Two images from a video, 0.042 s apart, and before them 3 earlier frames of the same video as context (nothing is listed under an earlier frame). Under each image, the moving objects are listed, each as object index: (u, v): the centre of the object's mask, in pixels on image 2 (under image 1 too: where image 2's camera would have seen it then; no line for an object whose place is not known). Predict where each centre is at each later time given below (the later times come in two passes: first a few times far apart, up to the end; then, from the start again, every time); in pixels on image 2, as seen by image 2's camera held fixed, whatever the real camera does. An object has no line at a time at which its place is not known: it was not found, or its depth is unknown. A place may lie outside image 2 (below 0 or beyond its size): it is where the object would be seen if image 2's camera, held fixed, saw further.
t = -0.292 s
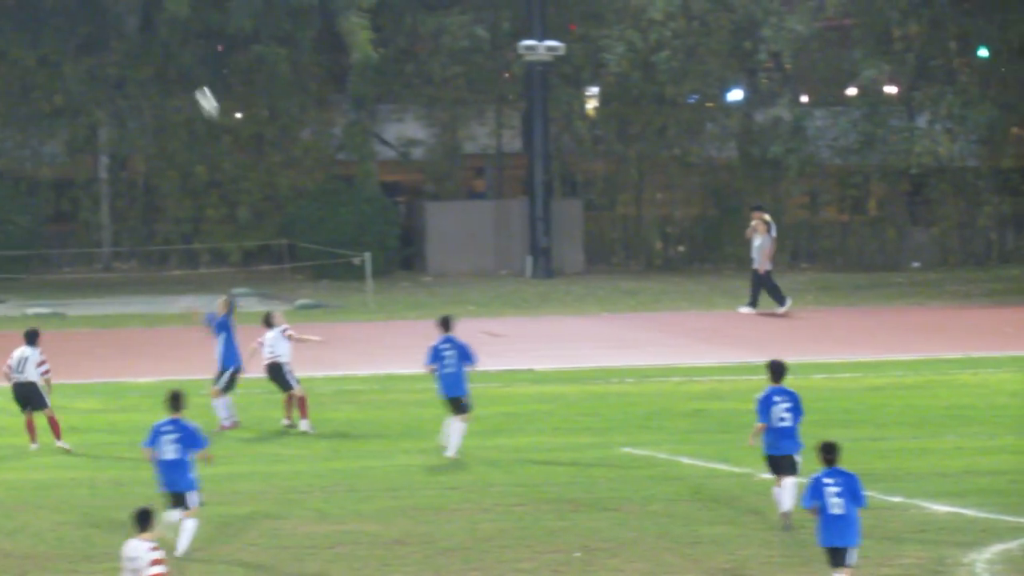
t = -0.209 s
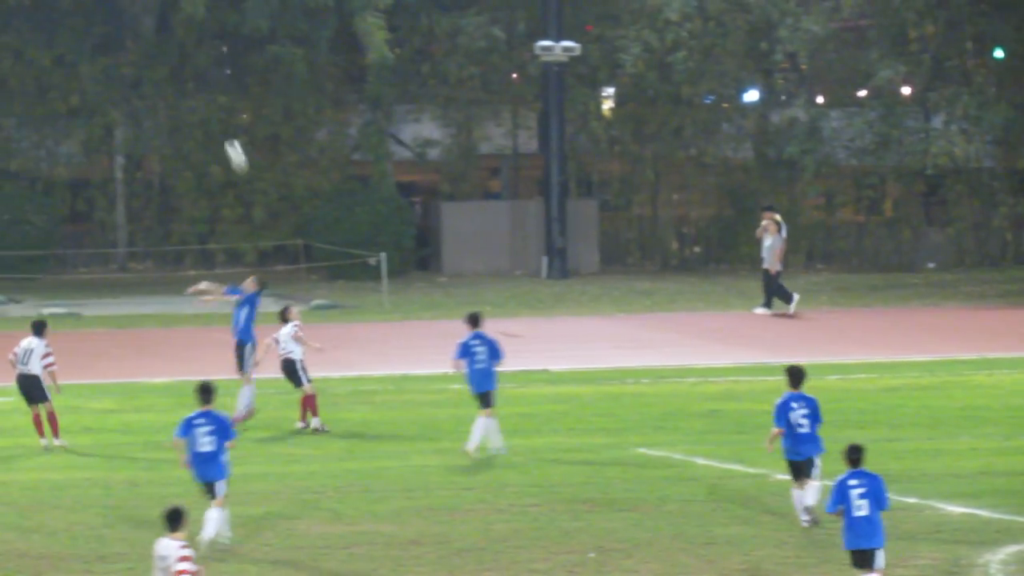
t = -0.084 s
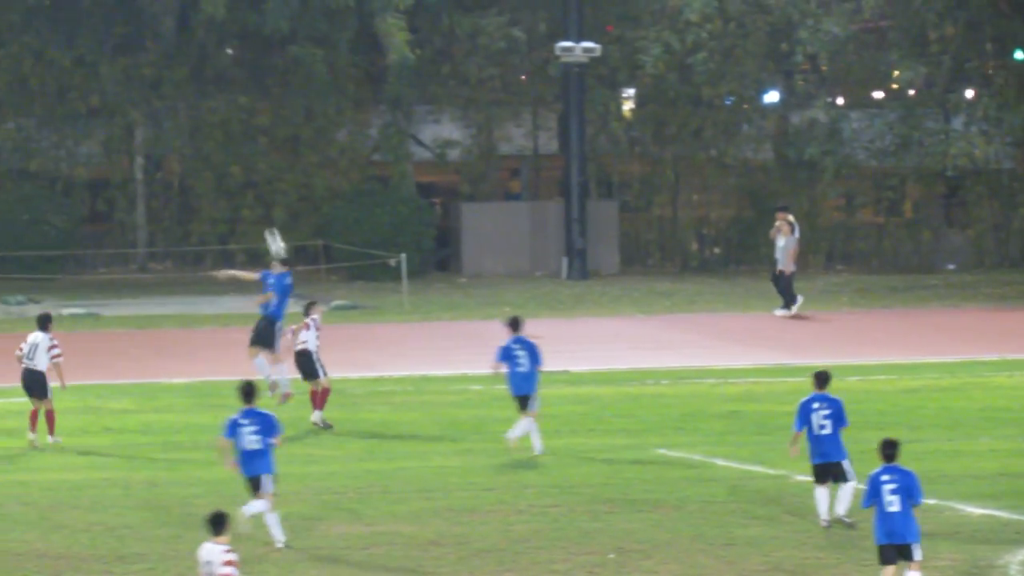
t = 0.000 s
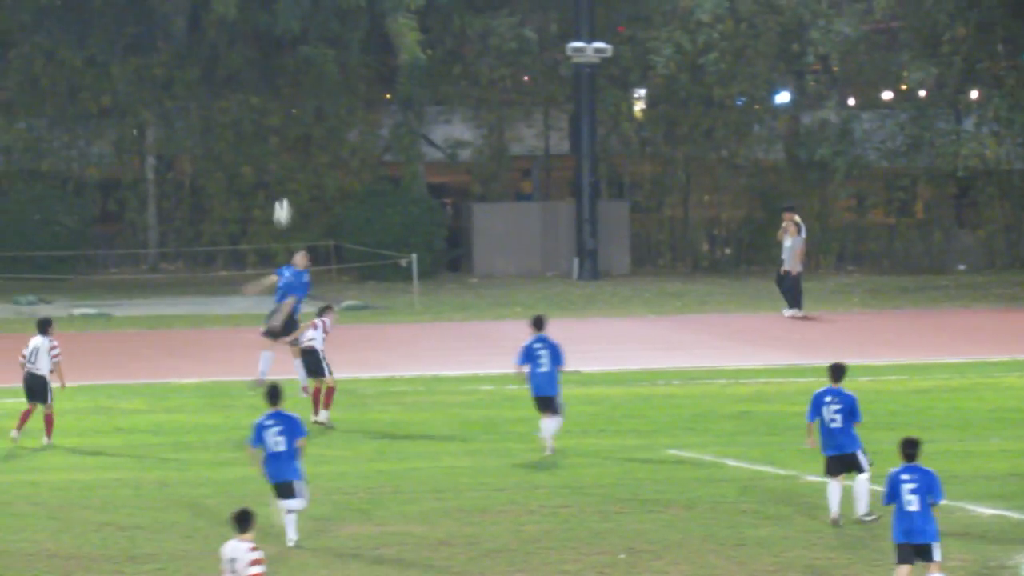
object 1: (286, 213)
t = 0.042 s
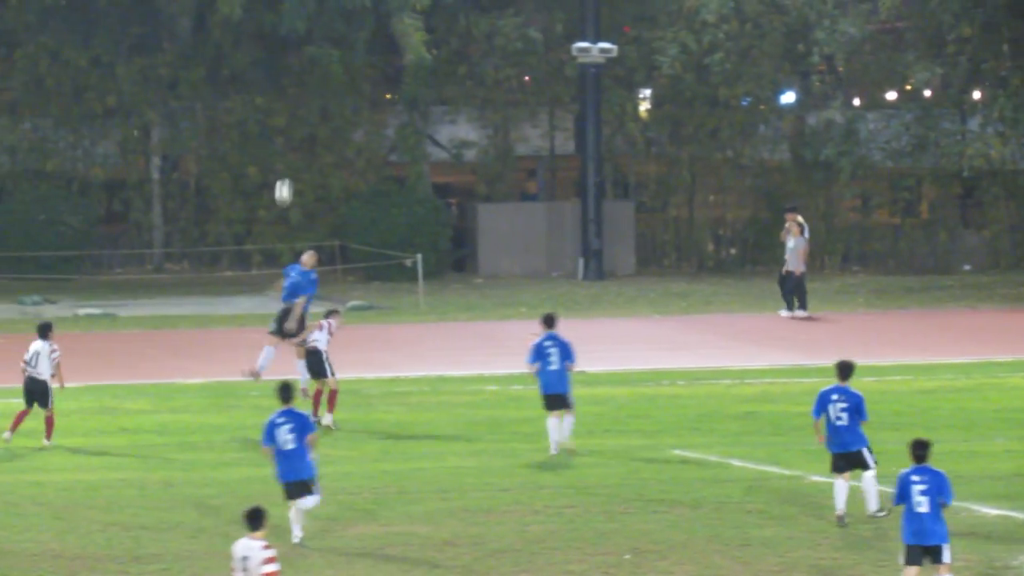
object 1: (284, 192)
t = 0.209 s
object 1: (272, 122)
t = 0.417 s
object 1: (255, 63)
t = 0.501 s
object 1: (248, 49)
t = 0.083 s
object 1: (280, 173)
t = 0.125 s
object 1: (278, 155)
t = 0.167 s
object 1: (275, 138)
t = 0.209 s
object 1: (272, 122)
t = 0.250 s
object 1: (269, 107)
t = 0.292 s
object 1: (265, 94)
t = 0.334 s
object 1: (261, 82)
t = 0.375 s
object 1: (258, 72)
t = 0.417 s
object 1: (255, 63)
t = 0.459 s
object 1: (251, 55)
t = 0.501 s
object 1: (248, 49)
